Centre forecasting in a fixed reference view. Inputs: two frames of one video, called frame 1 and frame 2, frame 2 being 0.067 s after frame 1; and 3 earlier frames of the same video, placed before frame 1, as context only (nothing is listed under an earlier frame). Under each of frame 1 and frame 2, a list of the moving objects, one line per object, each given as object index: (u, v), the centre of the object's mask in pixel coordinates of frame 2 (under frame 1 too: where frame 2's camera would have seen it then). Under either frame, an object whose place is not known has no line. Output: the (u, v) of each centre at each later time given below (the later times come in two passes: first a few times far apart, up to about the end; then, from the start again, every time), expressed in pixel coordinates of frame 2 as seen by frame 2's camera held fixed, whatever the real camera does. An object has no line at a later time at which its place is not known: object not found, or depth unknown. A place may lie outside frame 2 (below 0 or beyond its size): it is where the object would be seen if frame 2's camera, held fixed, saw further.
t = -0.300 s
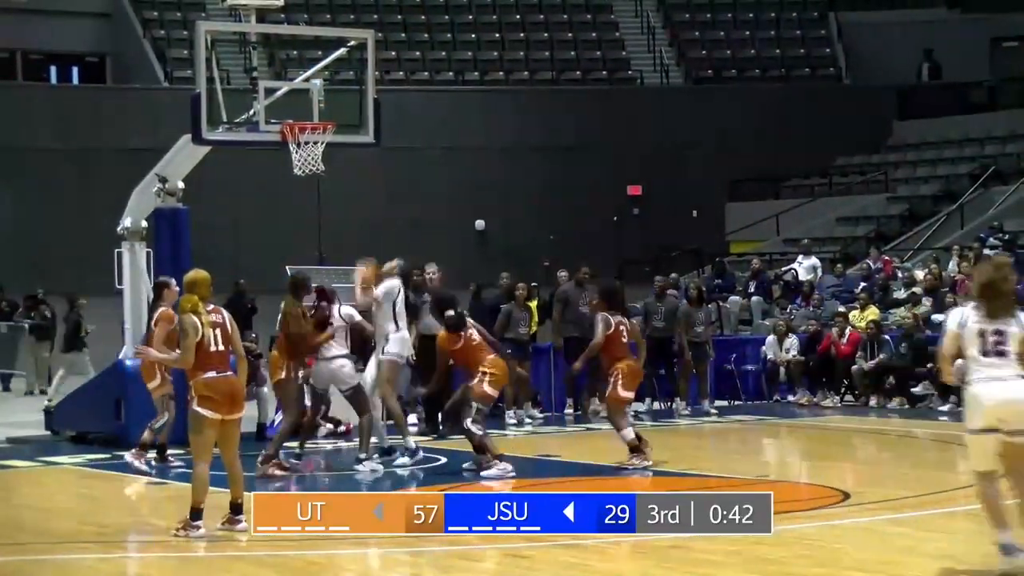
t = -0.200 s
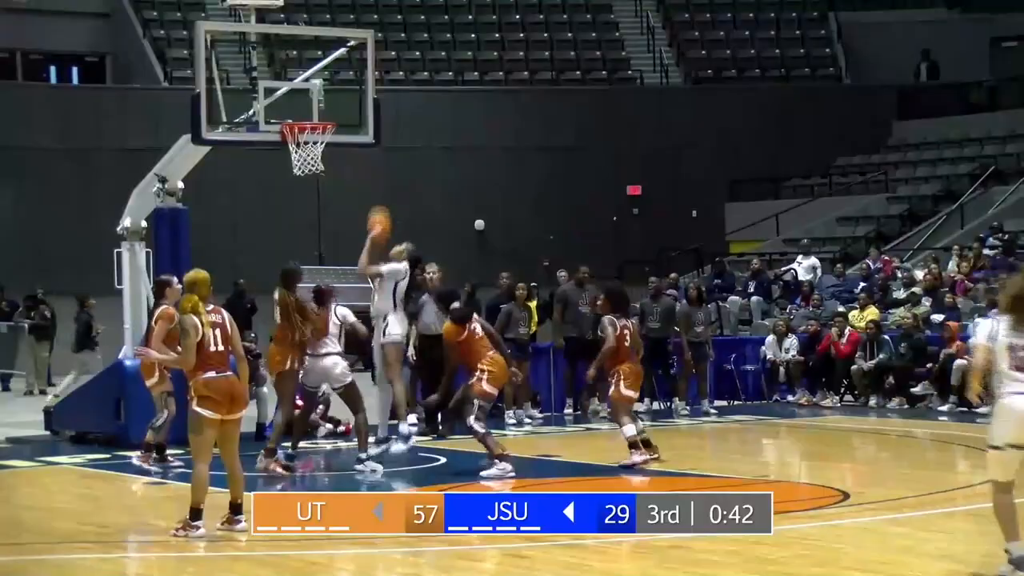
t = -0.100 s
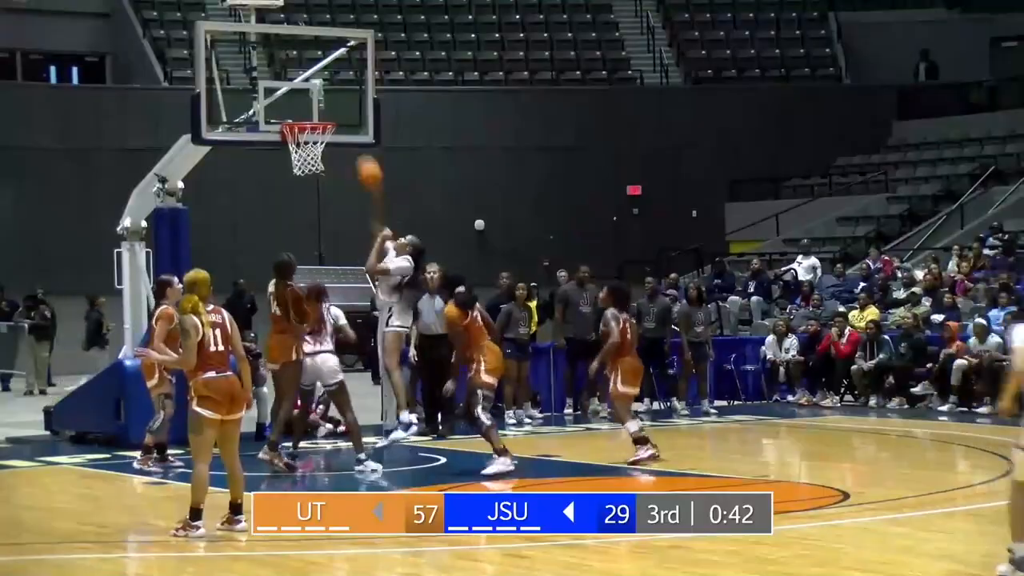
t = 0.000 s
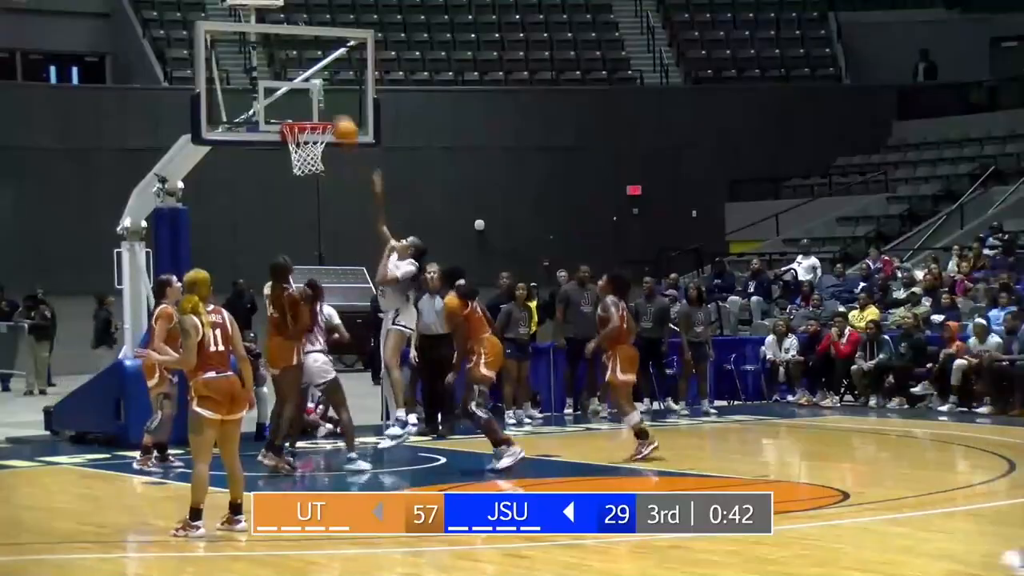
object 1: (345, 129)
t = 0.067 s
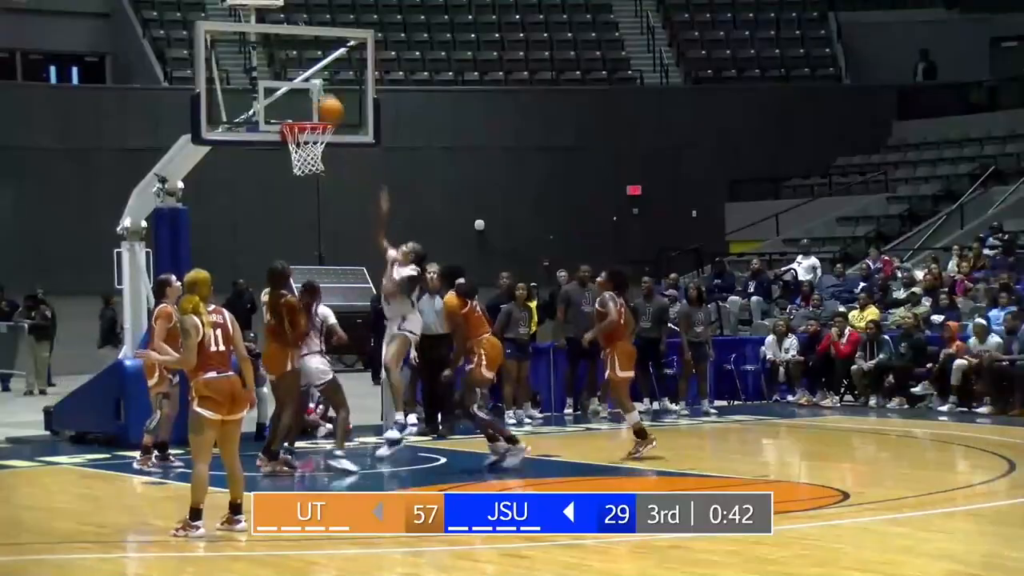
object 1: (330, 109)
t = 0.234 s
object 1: (305, 81)
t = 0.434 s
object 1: (293, 94)
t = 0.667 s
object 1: (281, 92)
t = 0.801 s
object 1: (278, 94)
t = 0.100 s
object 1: (323, 101)
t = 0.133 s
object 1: (316, 92)
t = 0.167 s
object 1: (309, 87)
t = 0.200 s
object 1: (307, 84)
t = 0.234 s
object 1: (305, 81)
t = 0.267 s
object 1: (302, 81)
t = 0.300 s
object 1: (301, 81)
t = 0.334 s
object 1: (299, 82)
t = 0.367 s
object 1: (297, 85)
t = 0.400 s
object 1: (295, 89)
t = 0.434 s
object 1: (293, 94)
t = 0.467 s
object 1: (290, 100)
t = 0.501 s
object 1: (288, 108)
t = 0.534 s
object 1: (287, 108)
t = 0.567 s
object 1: (286, 102)
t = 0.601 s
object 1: (284, 98)
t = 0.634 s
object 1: (282, 94)
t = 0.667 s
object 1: (281, 92)
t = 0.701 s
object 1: (280, 91)
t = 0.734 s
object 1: (279, 91)
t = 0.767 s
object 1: (278, 92)
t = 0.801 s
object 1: (278, 94)
